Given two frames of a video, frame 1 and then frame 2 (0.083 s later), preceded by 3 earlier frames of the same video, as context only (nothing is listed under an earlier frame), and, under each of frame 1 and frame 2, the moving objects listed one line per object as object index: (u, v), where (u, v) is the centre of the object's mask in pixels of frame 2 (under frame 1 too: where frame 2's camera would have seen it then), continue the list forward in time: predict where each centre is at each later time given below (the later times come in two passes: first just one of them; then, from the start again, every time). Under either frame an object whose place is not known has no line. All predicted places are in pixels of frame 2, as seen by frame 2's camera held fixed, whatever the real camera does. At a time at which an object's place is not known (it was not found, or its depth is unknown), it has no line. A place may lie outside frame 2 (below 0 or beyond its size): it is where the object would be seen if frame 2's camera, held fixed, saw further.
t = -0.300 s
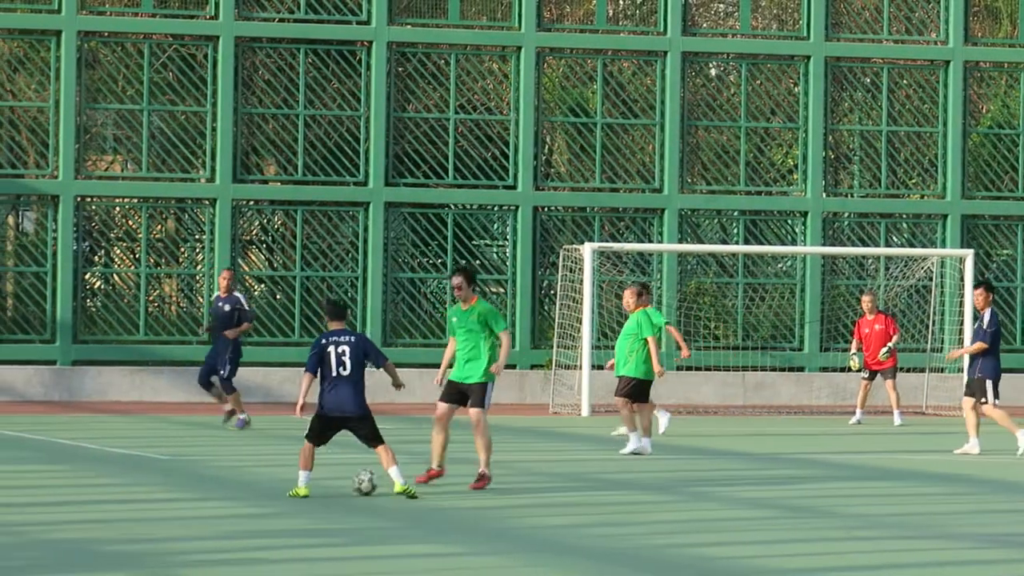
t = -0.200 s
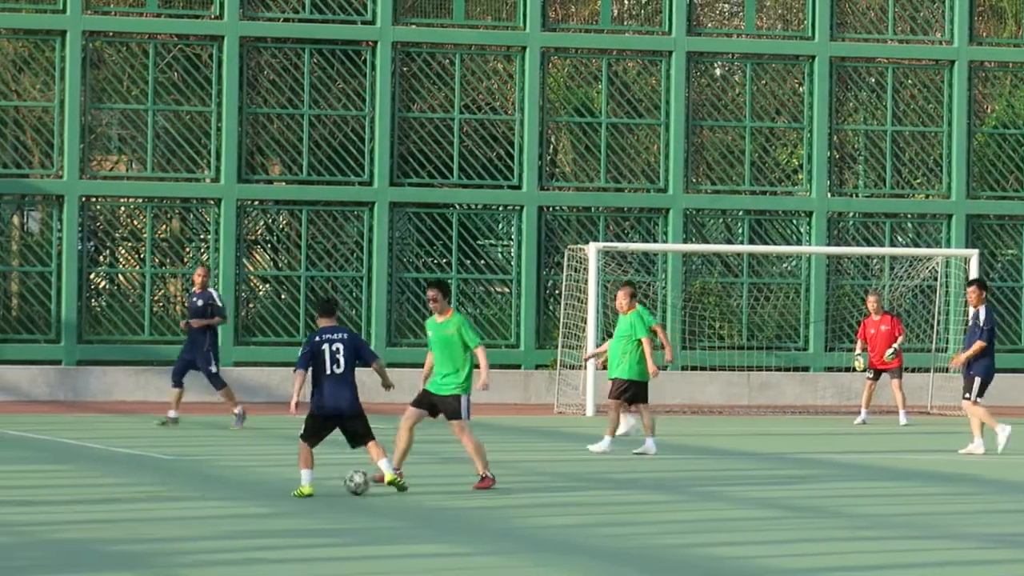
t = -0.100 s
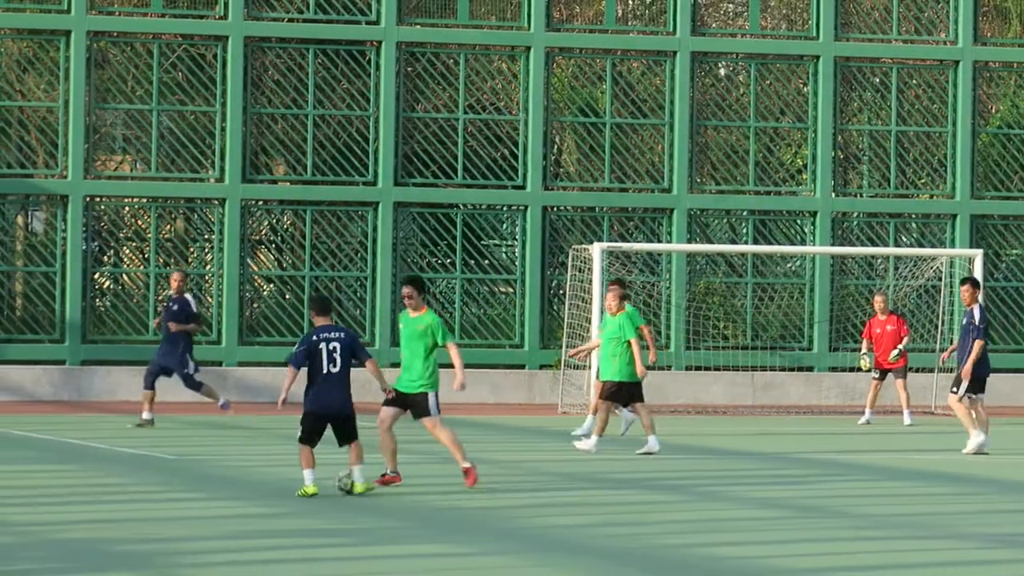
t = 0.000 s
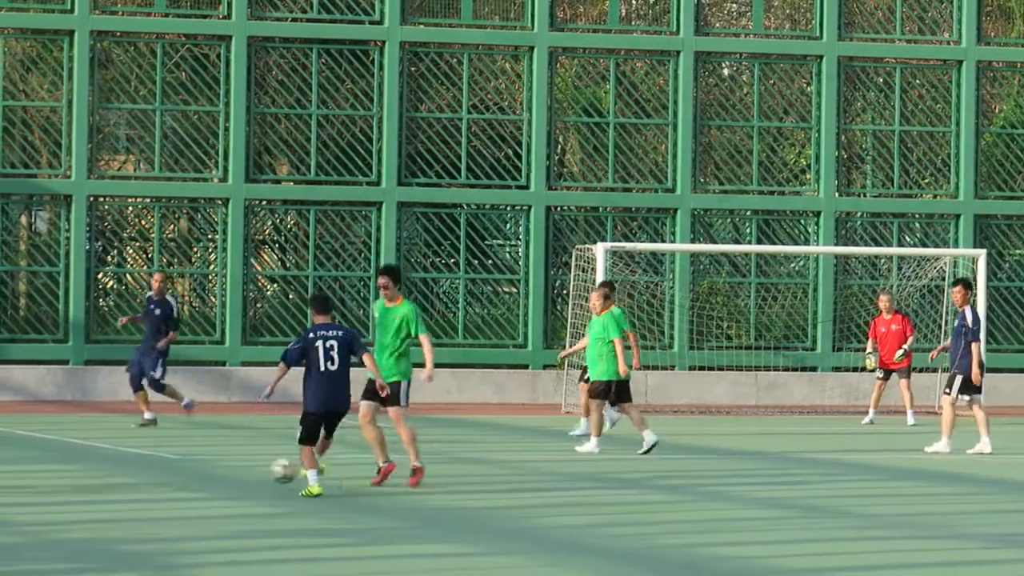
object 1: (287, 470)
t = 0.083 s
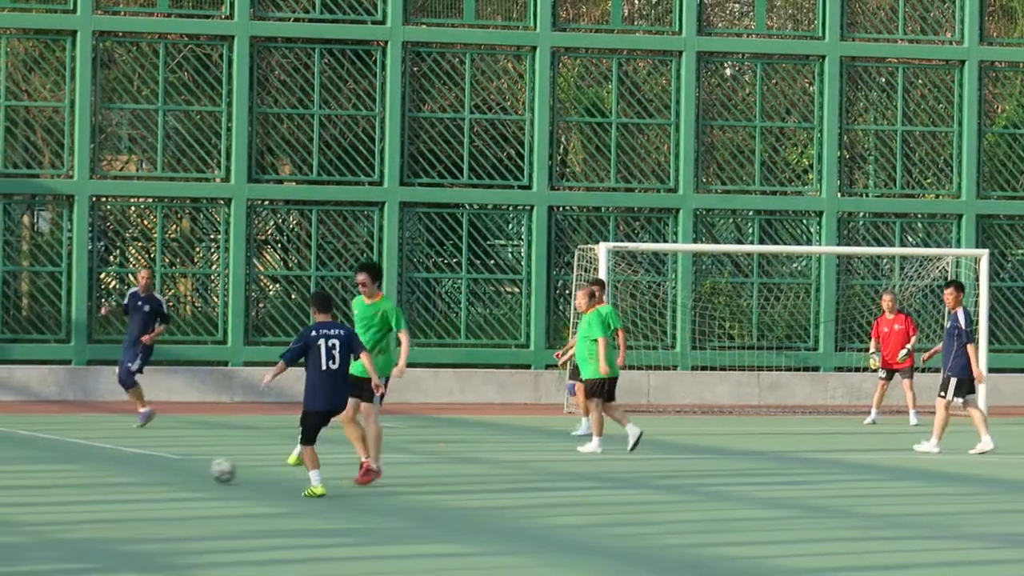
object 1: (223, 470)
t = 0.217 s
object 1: (136, 462)
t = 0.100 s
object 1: (210, 471)
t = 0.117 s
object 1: (197, 472)
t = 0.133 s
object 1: (188, 469)
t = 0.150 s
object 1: (177, 467)
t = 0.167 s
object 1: (166, 466)
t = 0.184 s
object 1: (157, 465)
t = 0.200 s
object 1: (146, 463)
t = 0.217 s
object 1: (136, 462)
